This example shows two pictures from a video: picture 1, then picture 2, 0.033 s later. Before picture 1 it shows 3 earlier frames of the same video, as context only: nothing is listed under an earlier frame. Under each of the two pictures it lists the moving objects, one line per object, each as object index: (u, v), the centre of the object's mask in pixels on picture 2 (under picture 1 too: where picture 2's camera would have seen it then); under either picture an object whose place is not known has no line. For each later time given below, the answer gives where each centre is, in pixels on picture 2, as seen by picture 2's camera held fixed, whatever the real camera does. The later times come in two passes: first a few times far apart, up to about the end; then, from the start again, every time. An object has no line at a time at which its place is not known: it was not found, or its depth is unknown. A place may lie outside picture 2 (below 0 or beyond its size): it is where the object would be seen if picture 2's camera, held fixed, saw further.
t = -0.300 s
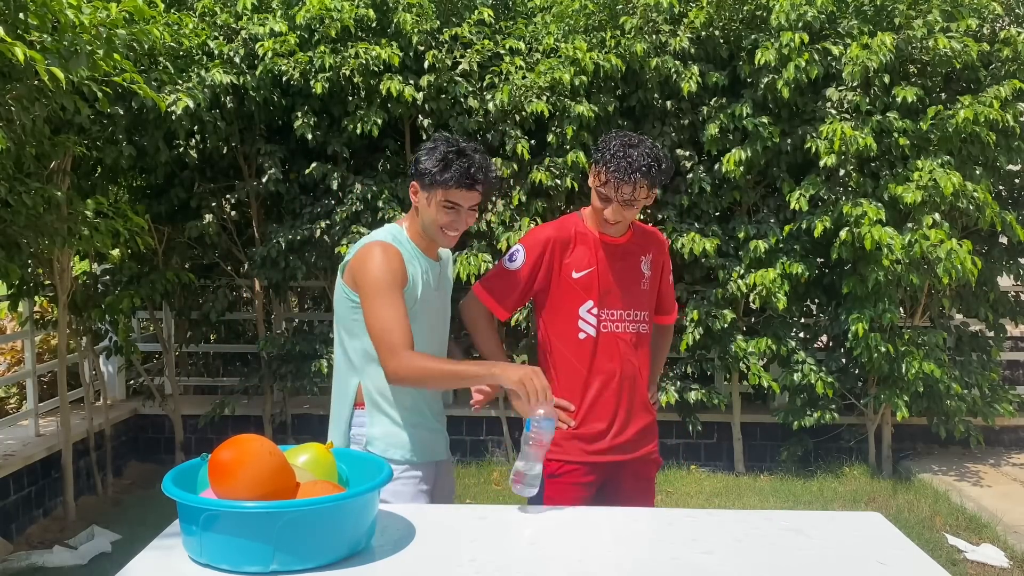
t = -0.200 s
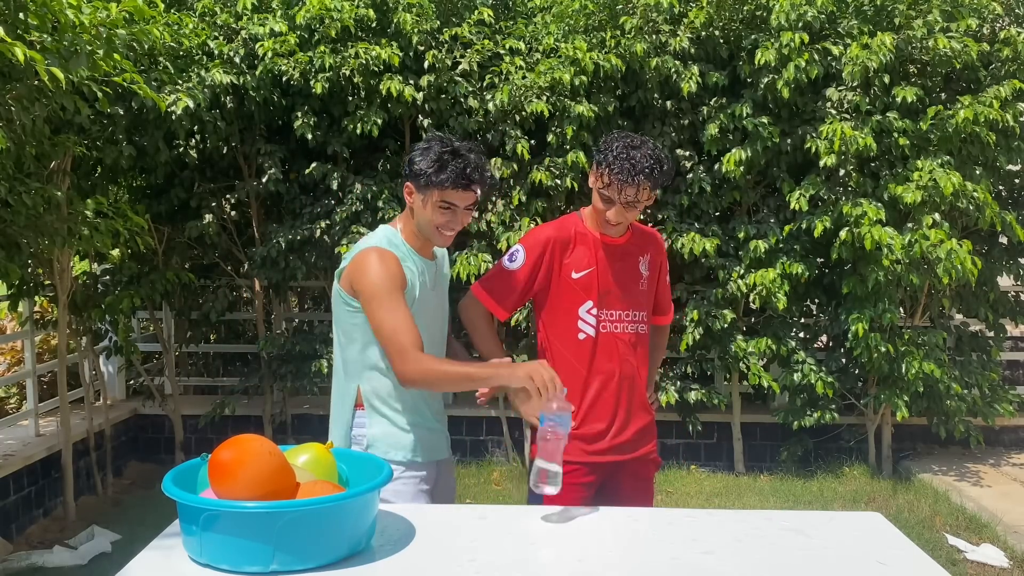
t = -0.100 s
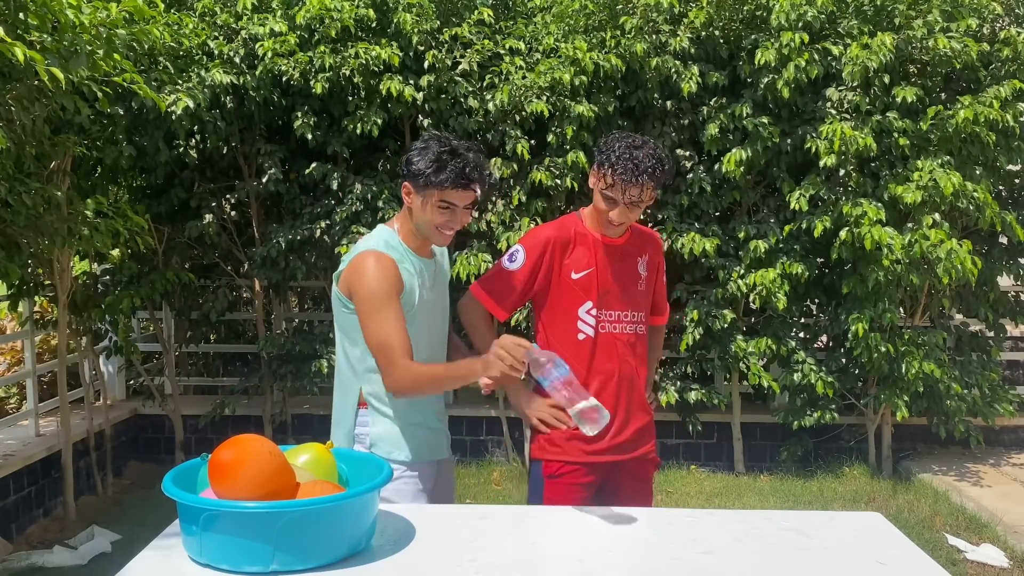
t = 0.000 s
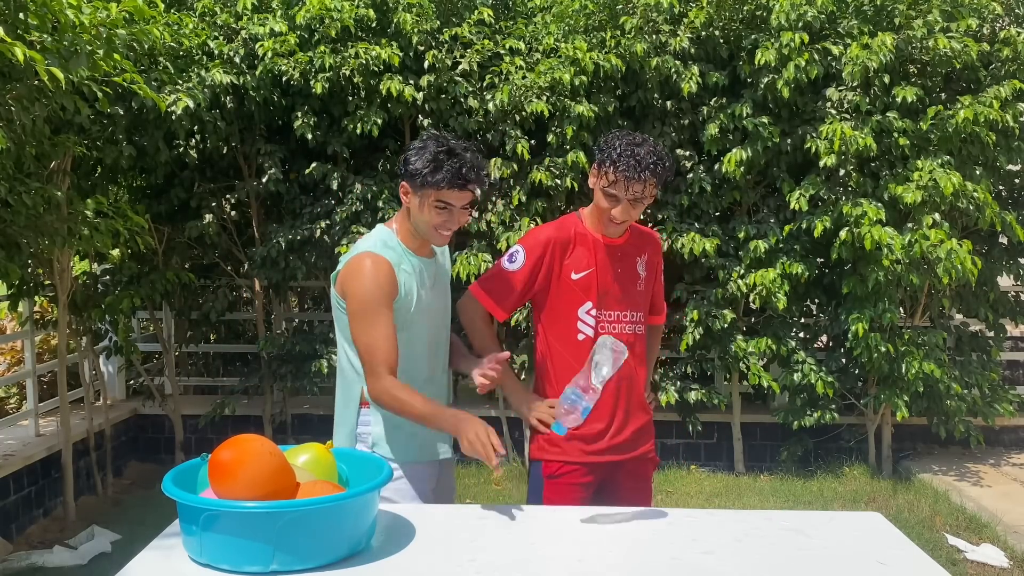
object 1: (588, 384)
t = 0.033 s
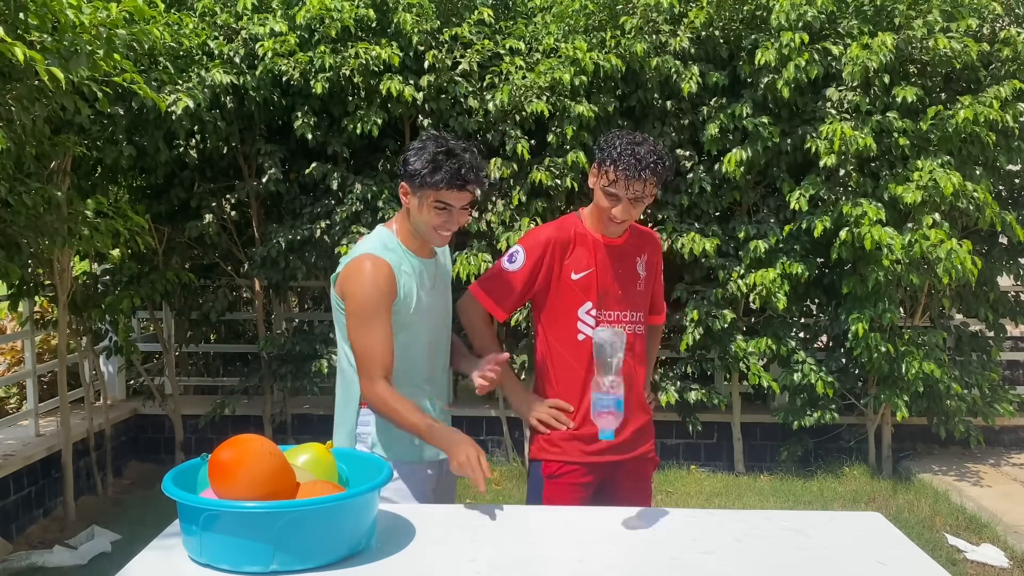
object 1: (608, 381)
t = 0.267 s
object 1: (662, 451)
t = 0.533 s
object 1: (690, 552)
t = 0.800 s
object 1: (685, 559)
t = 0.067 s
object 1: (625, 374)
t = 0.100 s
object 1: (635, 370)
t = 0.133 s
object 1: (642, 373)
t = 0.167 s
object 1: (647, 384)
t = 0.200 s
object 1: (653, 400)
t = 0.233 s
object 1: (657, 423)
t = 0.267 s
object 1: (662, 451)
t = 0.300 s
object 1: (667, 486)
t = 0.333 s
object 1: (673, 519)
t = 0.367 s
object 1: (677, 543)
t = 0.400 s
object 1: (682, 545)
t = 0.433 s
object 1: (686, 547)
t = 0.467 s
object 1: (689, 548)
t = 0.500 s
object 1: (690, 550)
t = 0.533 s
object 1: (690, 552)
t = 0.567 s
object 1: (690, 553)
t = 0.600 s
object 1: (690, 554)
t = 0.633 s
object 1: (689, 555)
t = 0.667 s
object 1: (688, 556)
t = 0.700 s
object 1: (687, 557)
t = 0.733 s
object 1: (686, 557)
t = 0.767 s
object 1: (685, 558)
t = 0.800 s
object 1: (685, 559)
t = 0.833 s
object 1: (684, 560)
